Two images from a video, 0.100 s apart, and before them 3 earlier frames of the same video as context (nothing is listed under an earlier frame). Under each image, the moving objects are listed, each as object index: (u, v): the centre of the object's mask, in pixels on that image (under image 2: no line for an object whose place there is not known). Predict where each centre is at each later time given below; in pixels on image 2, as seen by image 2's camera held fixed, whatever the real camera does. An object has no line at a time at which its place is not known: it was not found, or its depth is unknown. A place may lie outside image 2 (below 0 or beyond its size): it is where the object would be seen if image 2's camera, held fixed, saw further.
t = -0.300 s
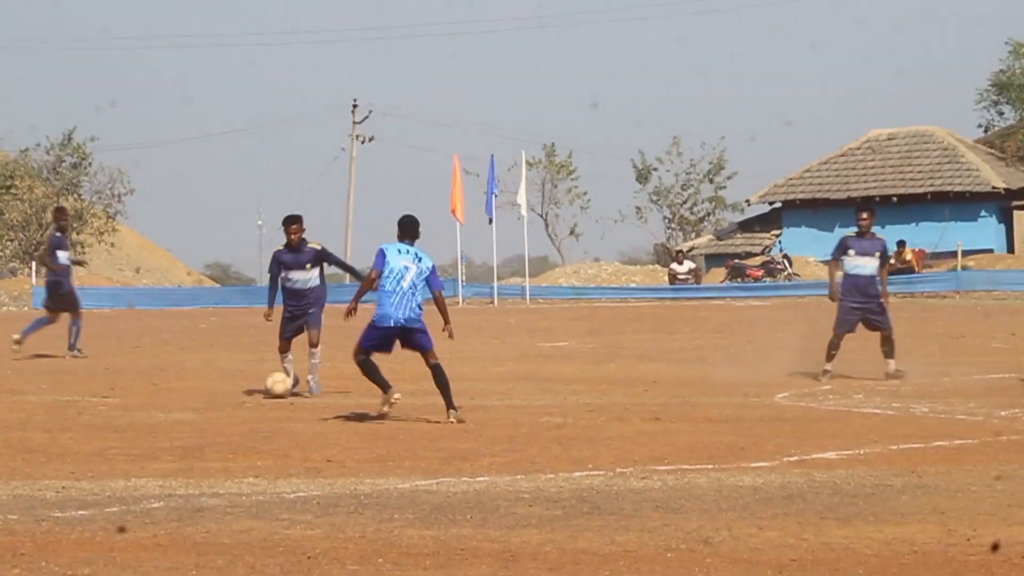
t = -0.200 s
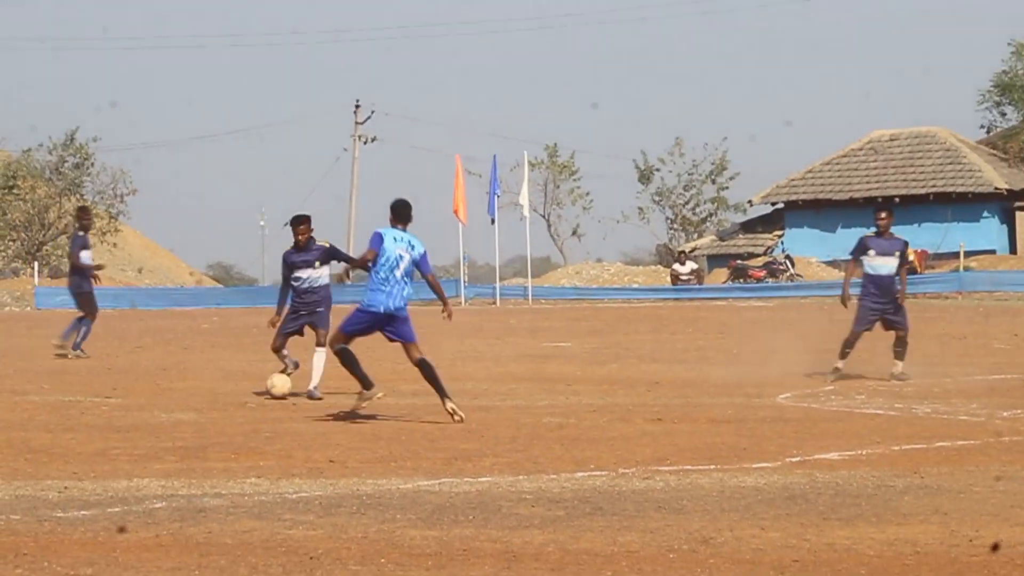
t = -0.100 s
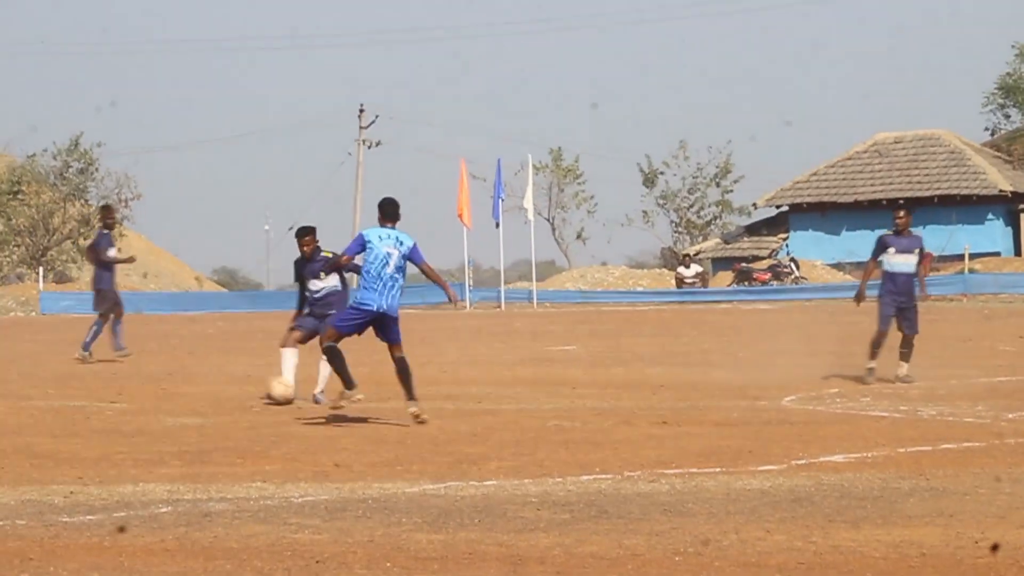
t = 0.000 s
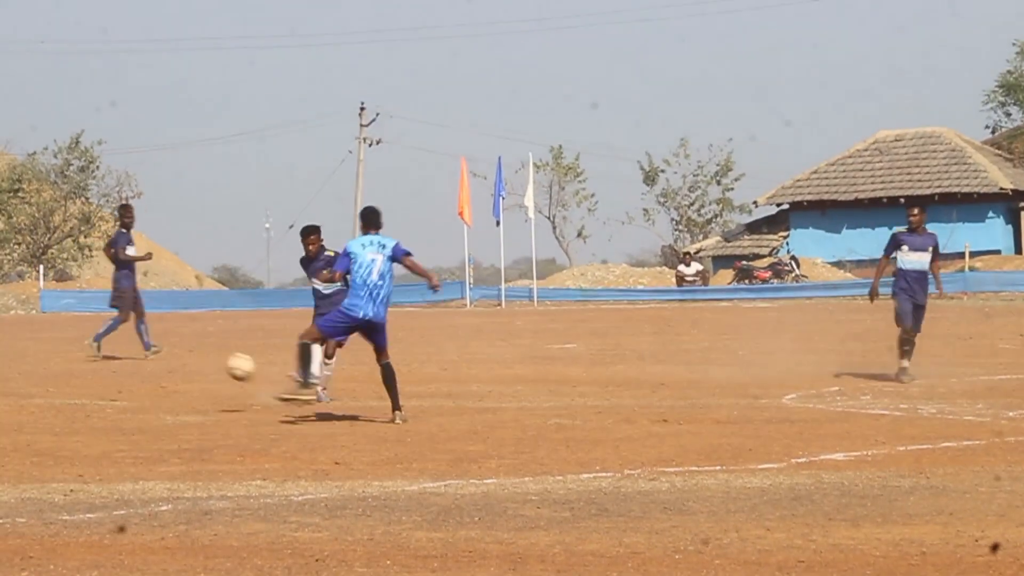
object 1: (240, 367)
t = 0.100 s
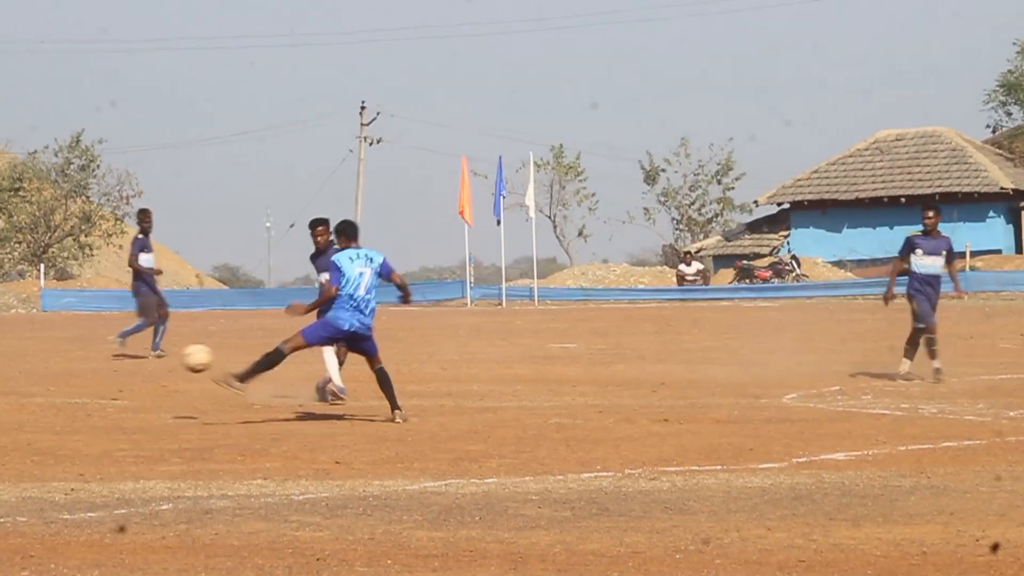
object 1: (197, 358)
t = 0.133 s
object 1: (188, 358)
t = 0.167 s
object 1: (168, 360)
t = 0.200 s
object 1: (147, 365)
